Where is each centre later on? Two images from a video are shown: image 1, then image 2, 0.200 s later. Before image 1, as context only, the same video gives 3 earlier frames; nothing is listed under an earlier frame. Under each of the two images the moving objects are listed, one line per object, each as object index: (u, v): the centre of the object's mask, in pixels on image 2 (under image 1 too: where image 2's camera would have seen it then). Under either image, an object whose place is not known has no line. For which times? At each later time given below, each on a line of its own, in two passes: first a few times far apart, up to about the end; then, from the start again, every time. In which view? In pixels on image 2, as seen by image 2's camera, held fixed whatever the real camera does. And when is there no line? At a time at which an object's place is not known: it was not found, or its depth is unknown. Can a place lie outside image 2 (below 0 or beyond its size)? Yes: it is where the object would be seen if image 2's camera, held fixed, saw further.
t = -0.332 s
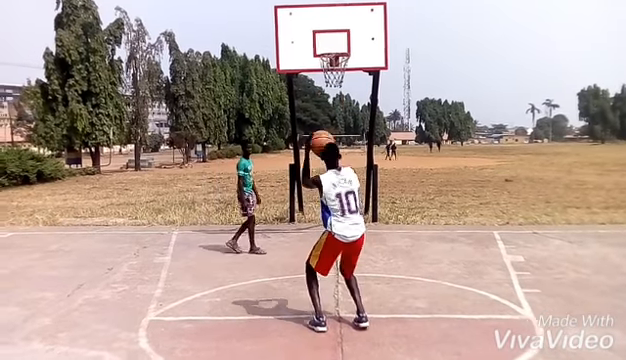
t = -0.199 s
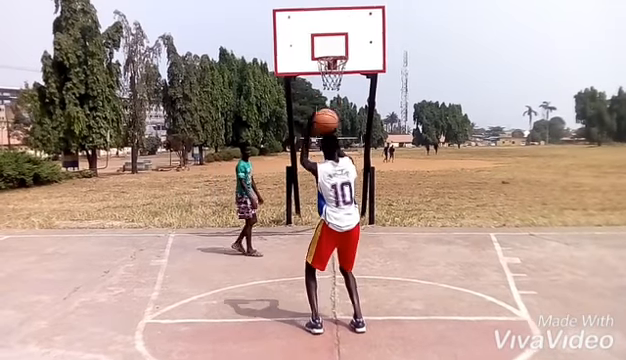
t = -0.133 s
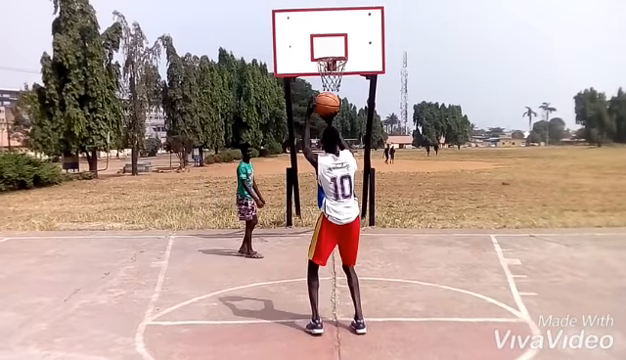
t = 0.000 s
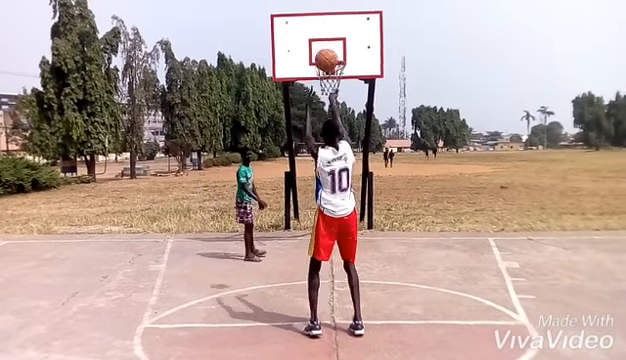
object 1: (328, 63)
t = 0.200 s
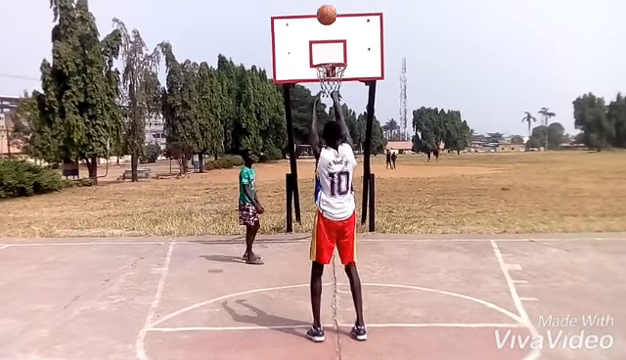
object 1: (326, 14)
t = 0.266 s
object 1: (327, 9)
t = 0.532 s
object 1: (325, 16)
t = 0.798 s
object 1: (330, 67)
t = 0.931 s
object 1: (337, 80)
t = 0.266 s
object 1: (327, 9)
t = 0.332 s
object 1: (325, 7)
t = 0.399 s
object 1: (327, 7)
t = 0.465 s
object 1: (327, 8)
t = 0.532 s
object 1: (325, 16)
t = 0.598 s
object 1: (327, 25)
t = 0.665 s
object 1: (328, 37)
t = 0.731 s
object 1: (327, 51)
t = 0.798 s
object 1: (330, 67)
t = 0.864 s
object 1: (339, 72)
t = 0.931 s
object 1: (337, 80)
